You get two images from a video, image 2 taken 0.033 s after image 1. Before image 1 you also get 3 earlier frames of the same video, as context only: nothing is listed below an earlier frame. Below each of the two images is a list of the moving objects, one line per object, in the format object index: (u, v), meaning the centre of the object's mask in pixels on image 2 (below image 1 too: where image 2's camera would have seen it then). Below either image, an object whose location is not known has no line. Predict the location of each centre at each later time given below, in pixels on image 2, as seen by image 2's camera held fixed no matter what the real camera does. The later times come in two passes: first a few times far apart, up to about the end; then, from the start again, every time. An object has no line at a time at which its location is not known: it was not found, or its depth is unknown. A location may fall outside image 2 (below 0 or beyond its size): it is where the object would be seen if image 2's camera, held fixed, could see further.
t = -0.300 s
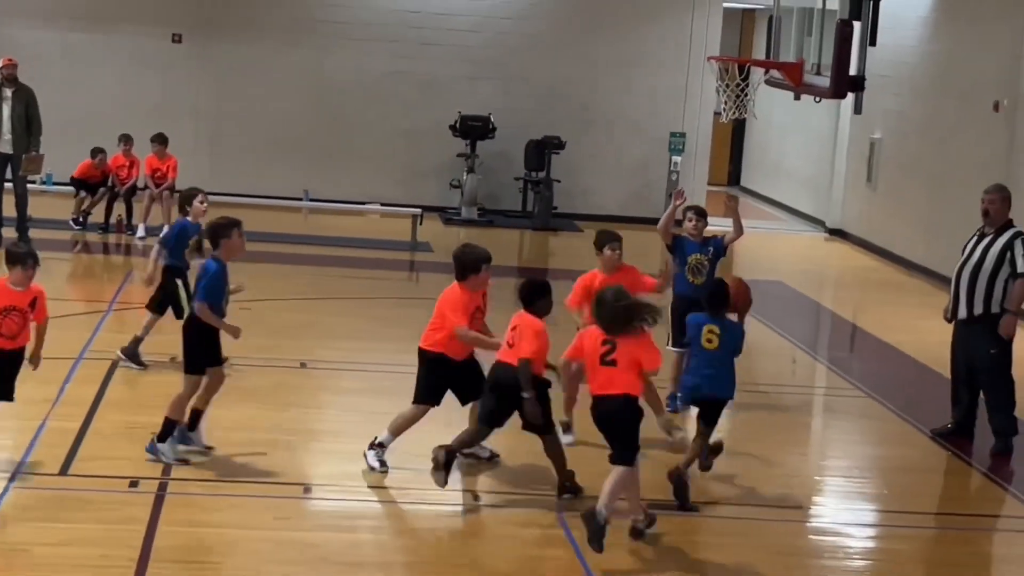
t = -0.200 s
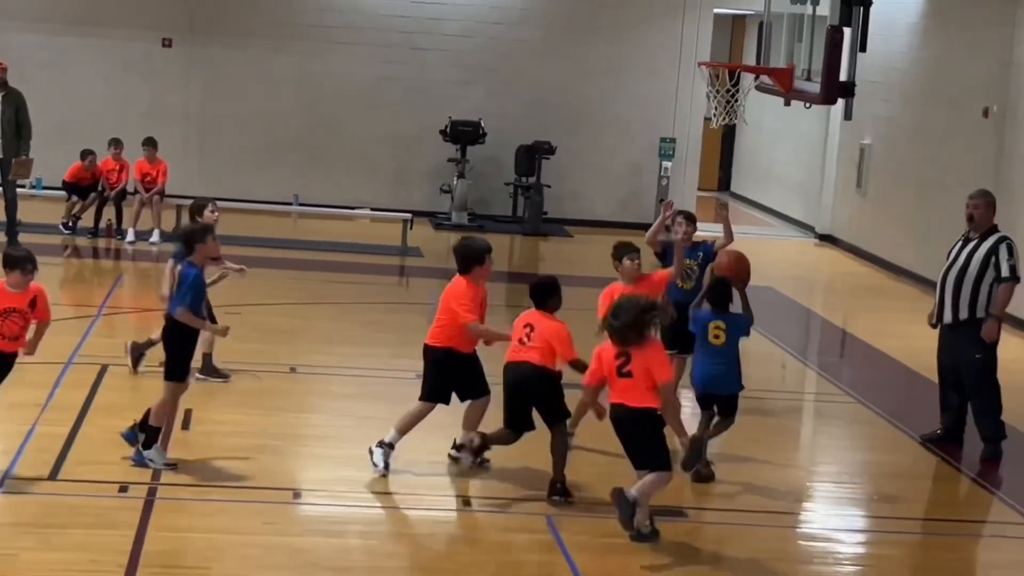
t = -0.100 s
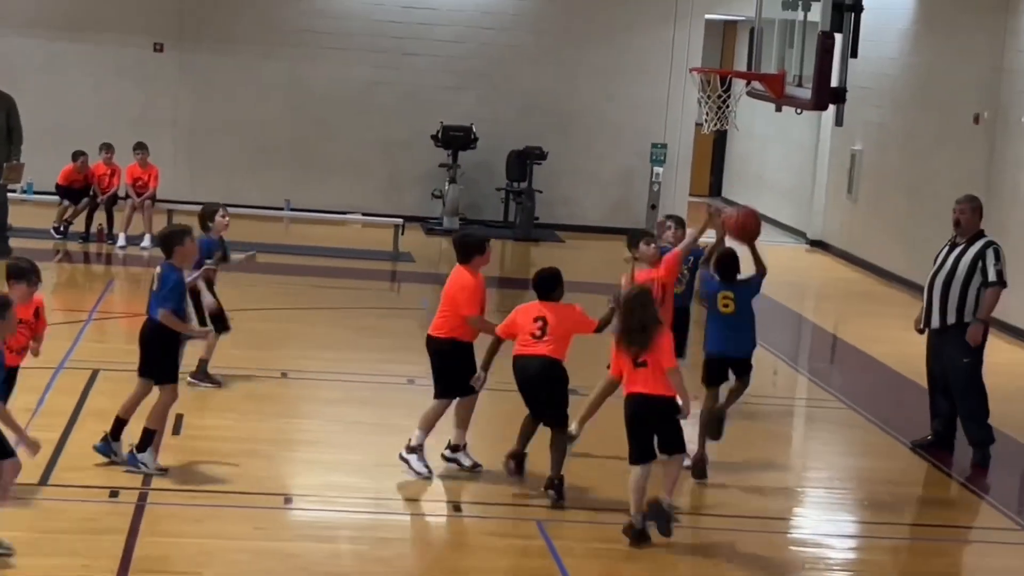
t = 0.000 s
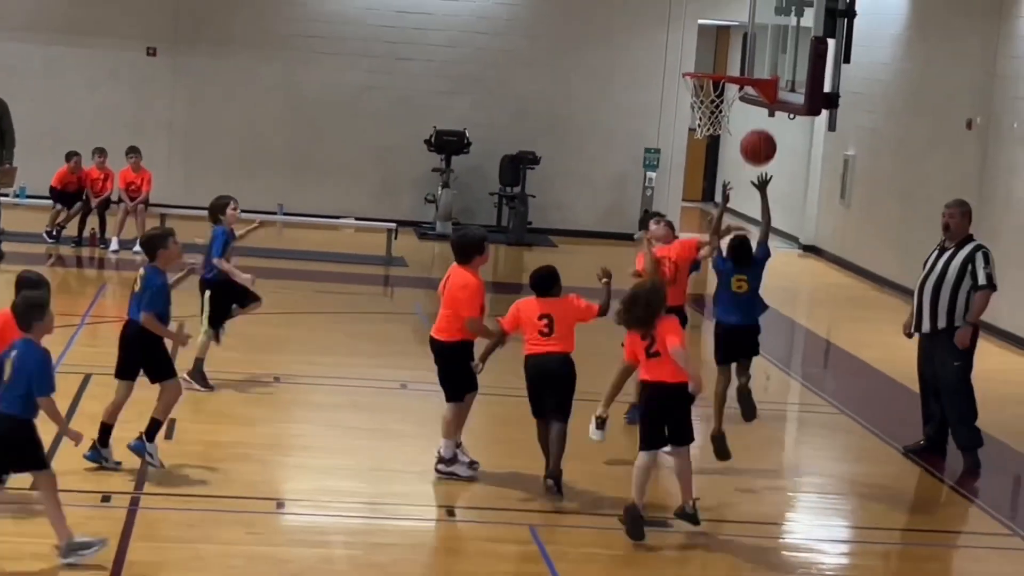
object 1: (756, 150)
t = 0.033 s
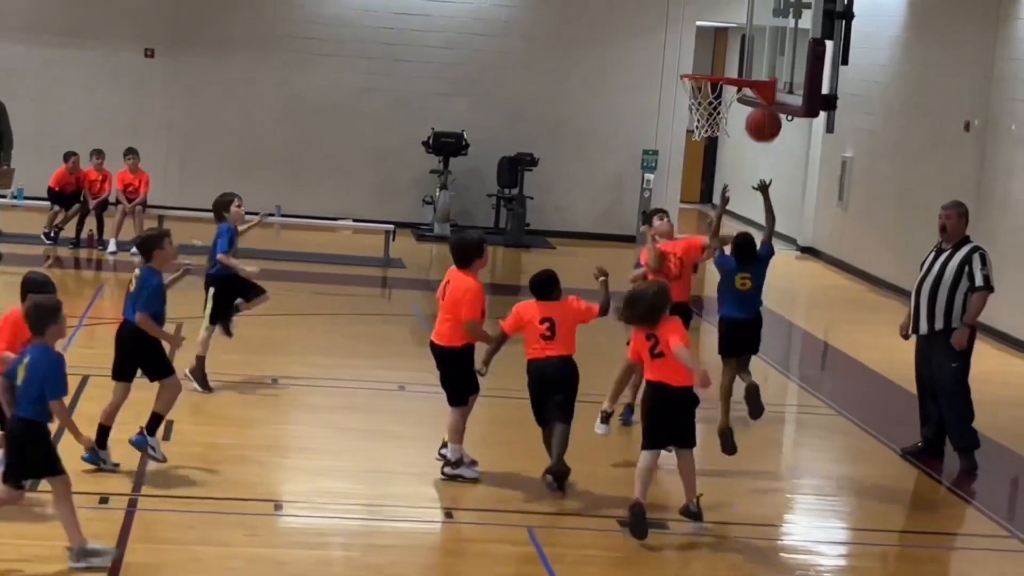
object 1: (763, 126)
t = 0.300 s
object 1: (737, 36)
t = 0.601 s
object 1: (686, 54)
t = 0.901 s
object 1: (693, 60)
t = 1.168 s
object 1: (723, 106)
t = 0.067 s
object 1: (770, 101)
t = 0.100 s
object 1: (776, 82)
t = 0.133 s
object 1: (774, 67)
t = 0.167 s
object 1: (767, 58)
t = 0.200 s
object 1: (759, 50)
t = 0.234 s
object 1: (752, 44)
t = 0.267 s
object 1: (745, 39)
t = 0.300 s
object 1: (737, 36)
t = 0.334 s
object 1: (730, 35)
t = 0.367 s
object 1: (723, 36)
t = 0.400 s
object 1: (715, 38)
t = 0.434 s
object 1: (706, 43)
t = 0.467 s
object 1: (699, 46)
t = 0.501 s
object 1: (691, 54)
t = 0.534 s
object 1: (687, 58)
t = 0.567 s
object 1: (686, 55)
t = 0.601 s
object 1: (686, 54)
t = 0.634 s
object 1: (686, 54)
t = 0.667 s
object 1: (686, 56)
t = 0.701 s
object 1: (686, 58)
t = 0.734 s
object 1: (687, 56)
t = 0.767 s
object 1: (688, 56)
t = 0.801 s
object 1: (688, 58)
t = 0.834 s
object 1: (689, 59)
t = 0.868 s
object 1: (691, 59)
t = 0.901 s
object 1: (693, 60)
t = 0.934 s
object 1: (695, 61)
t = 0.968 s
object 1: (697, 63)
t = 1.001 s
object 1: (700, 65)
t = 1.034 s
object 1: (702, 67)
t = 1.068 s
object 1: (705, 70)
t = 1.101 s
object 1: (702, 86)
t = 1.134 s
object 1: (702, 90)
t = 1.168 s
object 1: (723, 106)
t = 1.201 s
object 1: (716, 124)
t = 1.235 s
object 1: (713, 138)
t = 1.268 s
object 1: (713, 147)
